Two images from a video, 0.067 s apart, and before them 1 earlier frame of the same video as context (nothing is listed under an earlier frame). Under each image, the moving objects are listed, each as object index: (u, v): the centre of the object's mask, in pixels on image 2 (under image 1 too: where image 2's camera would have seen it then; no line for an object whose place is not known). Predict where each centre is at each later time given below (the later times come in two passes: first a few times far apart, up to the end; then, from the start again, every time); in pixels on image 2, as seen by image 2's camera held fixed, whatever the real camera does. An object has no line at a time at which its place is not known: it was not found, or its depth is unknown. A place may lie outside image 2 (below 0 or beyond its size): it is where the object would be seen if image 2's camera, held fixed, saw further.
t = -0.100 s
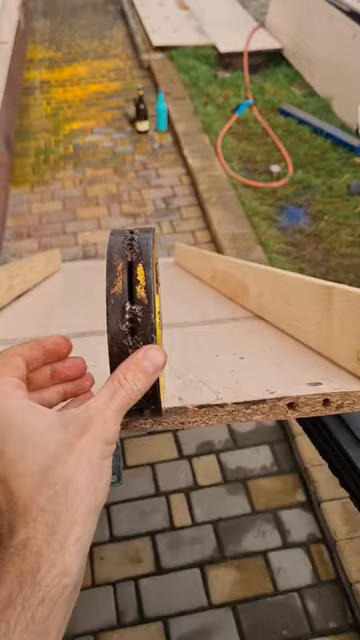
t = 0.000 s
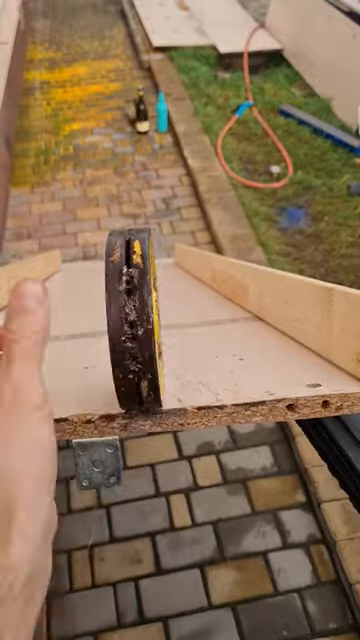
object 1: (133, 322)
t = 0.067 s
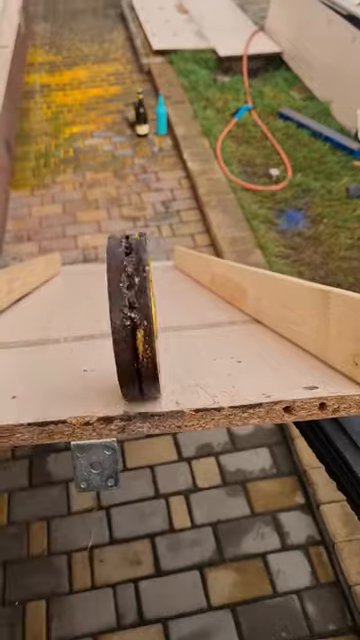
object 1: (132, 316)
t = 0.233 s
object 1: (140, 296)
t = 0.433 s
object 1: (144, 277)
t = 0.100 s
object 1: (136, 313)
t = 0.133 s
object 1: (140, 309)
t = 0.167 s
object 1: (141, 305)
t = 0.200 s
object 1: (141, 300)
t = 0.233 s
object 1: (140, 296)
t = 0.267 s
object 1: (141, 292)
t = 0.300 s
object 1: (141, 290)
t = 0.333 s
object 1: (144, 286)
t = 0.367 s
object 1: (144, 284)
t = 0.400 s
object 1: (144, 281)
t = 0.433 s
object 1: (144, 277)
